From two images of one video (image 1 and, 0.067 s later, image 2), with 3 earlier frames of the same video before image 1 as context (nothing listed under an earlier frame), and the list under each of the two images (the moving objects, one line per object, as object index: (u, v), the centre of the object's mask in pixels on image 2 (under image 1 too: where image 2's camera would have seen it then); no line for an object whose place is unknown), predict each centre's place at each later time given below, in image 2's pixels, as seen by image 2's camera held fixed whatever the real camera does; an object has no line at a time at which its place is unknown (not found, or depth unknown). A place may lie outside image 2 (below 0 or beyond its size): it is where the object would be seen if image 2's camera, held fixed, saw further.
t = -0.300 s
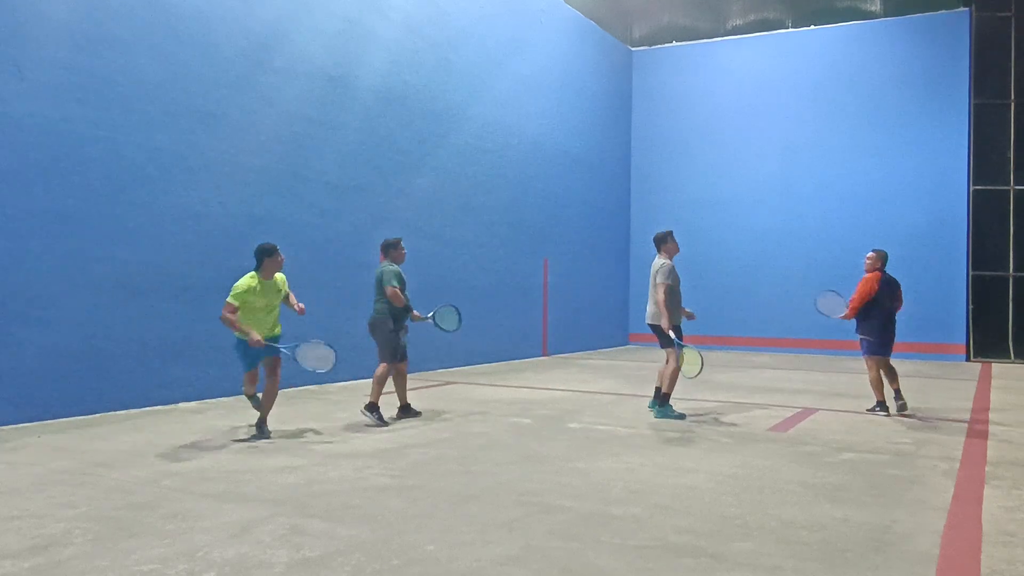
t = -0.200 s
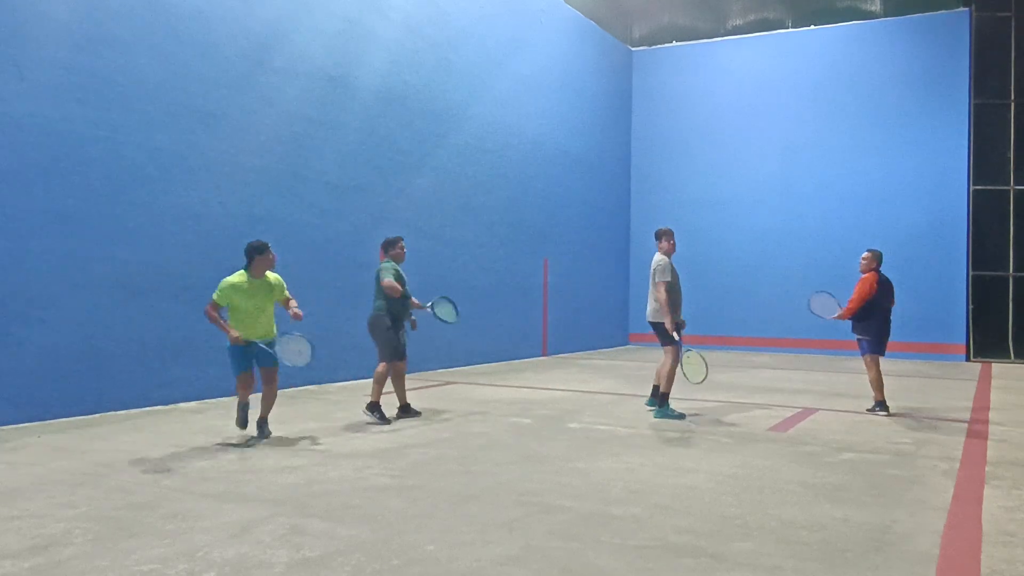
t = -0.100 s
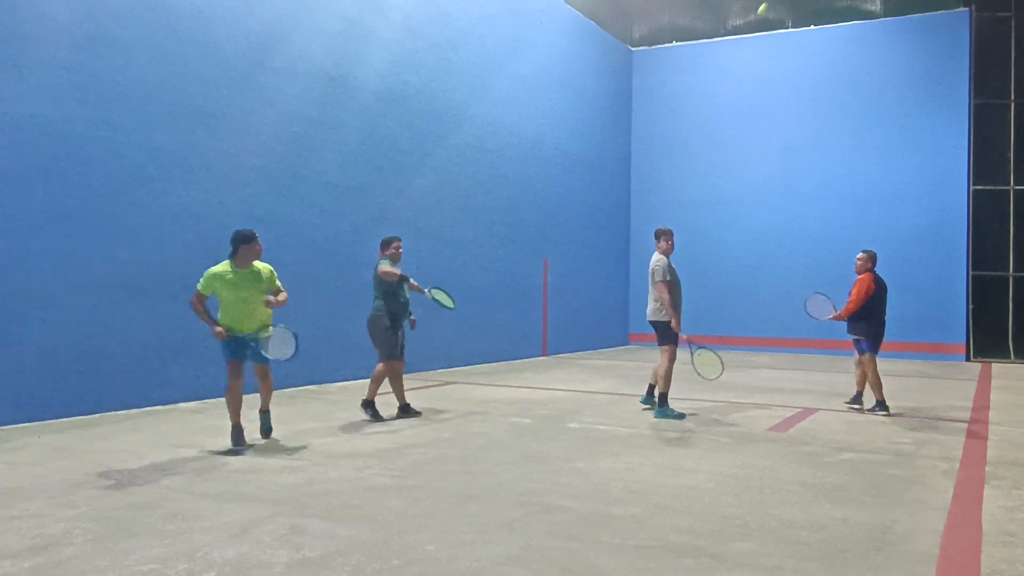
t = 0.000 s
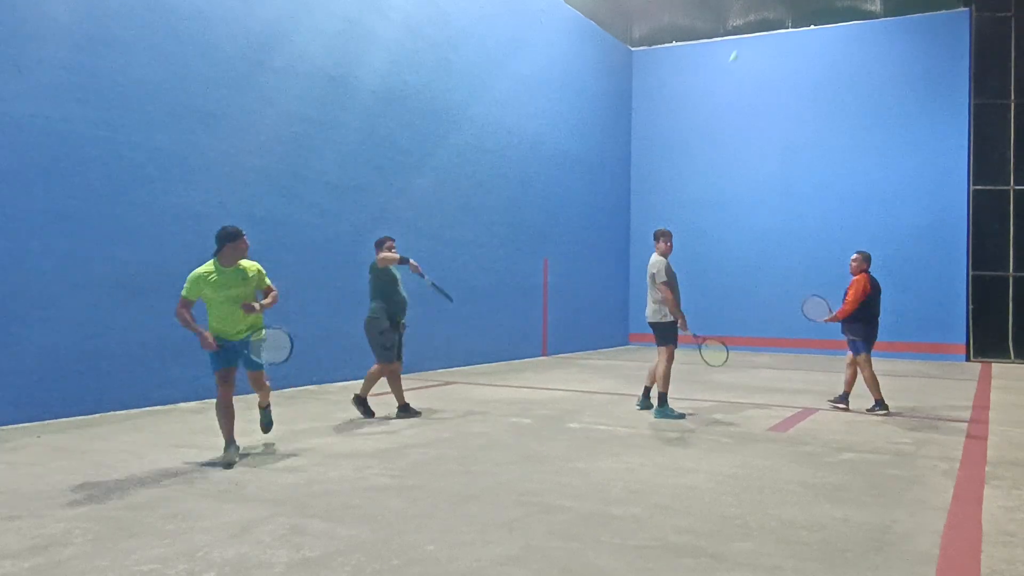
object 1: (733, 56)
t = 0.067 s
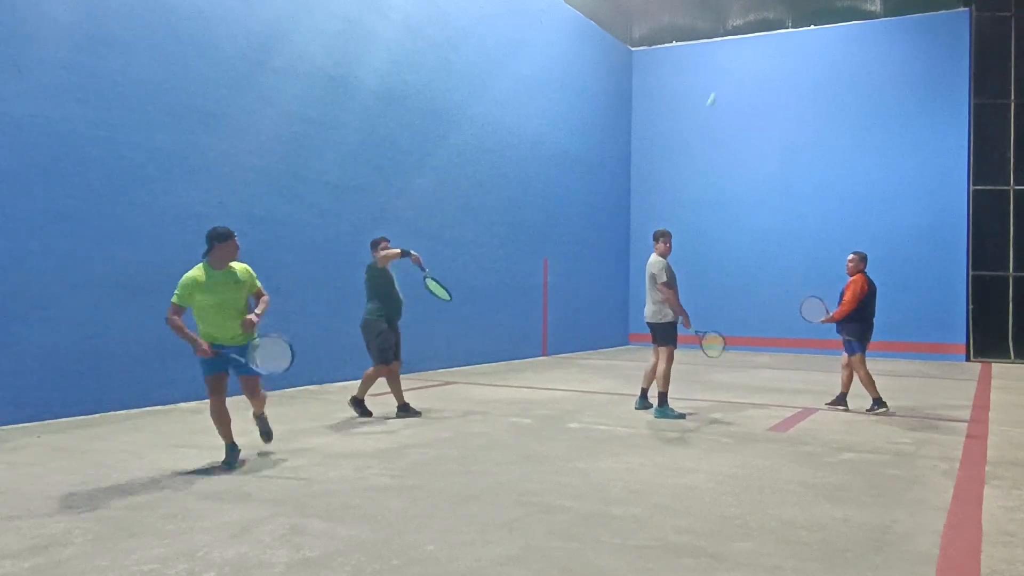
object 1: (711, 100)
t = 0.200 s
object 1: (661, 215)
